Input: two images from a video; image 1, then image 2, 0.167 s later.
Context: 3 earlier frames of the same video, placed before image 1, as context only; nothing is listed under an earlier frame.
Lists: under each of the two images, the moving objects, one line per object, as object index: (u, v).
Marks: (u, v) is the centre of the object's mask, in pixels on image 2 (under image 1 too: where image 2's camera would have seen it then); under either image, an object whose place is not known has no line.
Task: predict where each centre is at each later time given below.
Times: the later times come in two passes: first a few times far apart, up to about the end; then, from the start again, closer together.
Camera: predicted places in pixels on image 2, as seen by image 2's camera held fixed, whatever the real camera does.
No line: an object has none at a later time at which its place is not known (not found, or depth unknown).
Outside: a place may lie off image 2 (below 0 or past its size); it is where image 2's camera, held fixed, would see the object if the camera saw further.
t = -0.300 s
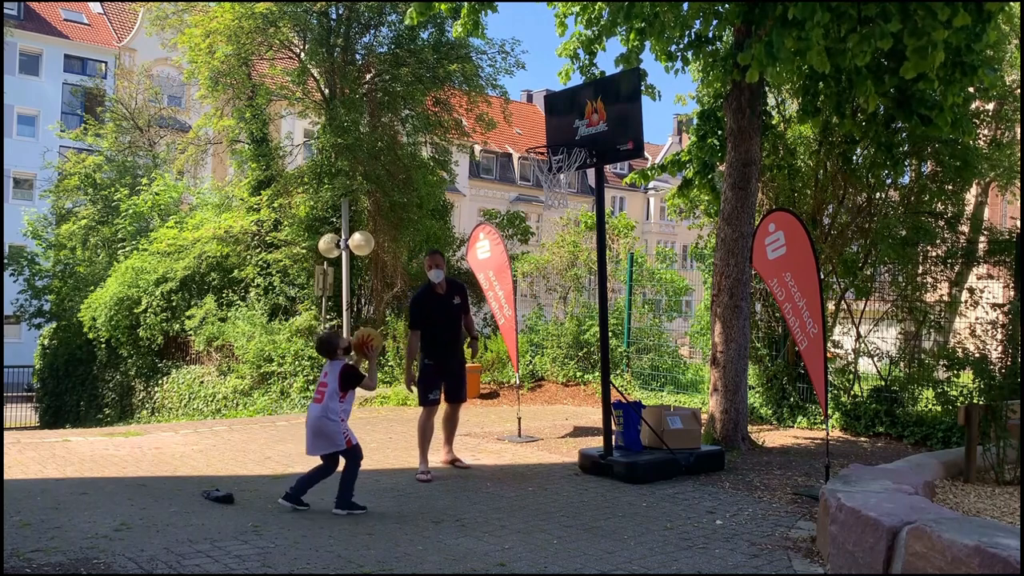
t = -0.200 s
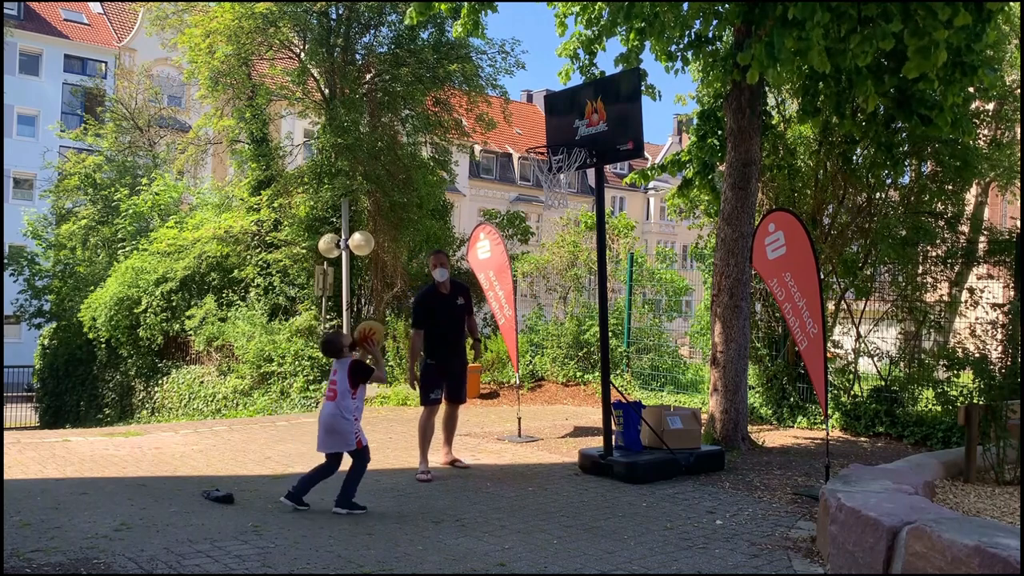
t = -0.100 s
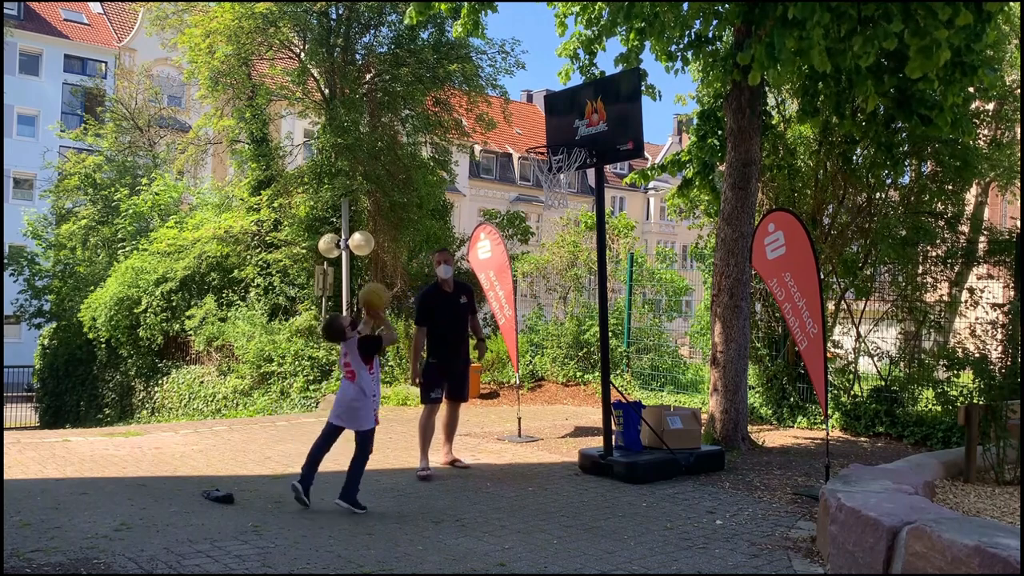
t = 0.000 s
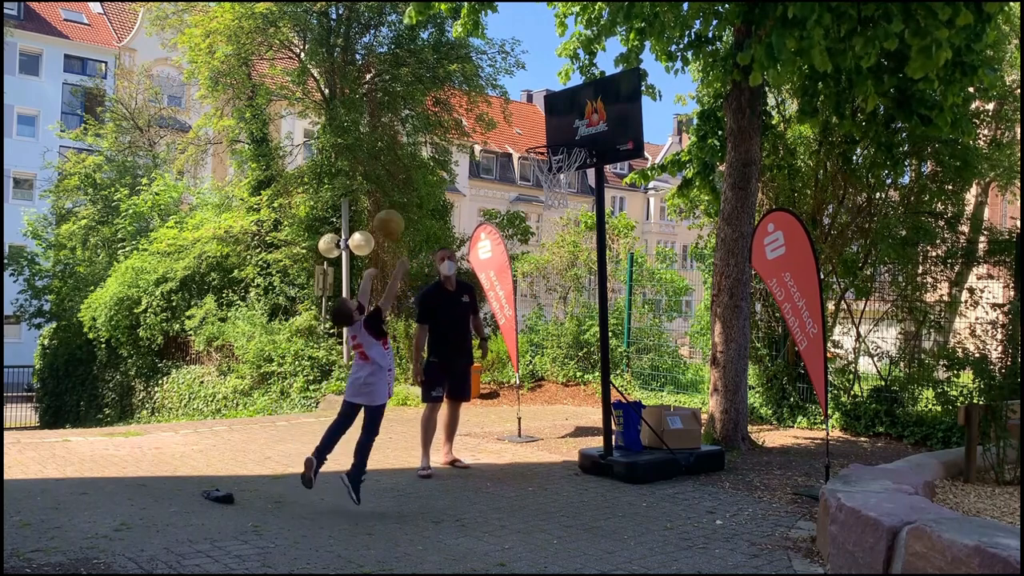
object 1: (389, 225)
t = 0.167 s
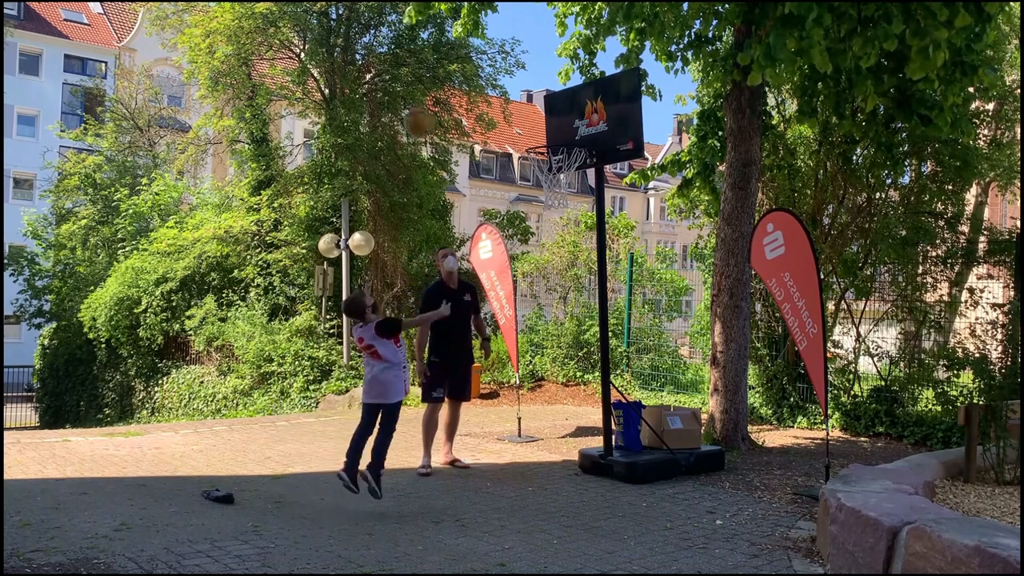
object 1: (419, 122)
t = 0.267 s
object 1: (434, 82)
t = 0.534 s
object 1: (475, 44)
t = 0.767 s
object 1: (504, 95)
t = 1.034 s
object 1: (532, 242)
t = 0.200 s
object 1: (424, 107)
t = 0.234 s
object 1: (430, 94)
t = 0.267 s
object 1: (434, 82)
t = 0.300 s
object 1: (439, 71)
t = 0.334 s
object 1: (446, 63)
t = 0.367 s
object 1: (450, 56)
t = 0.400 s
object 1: (455, 50)
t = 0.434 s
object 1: (461, 47)
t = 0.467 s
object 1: (465, 44)
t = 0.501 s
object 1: (470, 43)
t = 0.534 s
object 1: (475, 44)
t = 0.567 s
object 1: (480, 46)
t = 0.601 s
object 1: (484, 51)
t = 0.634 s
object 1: (488, 56)
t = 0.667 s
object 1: (492, 64)
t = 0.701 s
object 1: (497, 72)
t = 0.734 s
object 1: (501, 83)
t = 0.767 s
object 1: (504, 95)
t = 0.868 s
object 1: (516, 139)
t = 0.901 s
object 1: (519, 156)
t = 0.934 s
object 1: (523, 176)
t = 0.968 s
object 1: (524, 196)
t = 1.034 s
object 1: (532, 242)
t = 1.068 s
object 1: (534, 266)
